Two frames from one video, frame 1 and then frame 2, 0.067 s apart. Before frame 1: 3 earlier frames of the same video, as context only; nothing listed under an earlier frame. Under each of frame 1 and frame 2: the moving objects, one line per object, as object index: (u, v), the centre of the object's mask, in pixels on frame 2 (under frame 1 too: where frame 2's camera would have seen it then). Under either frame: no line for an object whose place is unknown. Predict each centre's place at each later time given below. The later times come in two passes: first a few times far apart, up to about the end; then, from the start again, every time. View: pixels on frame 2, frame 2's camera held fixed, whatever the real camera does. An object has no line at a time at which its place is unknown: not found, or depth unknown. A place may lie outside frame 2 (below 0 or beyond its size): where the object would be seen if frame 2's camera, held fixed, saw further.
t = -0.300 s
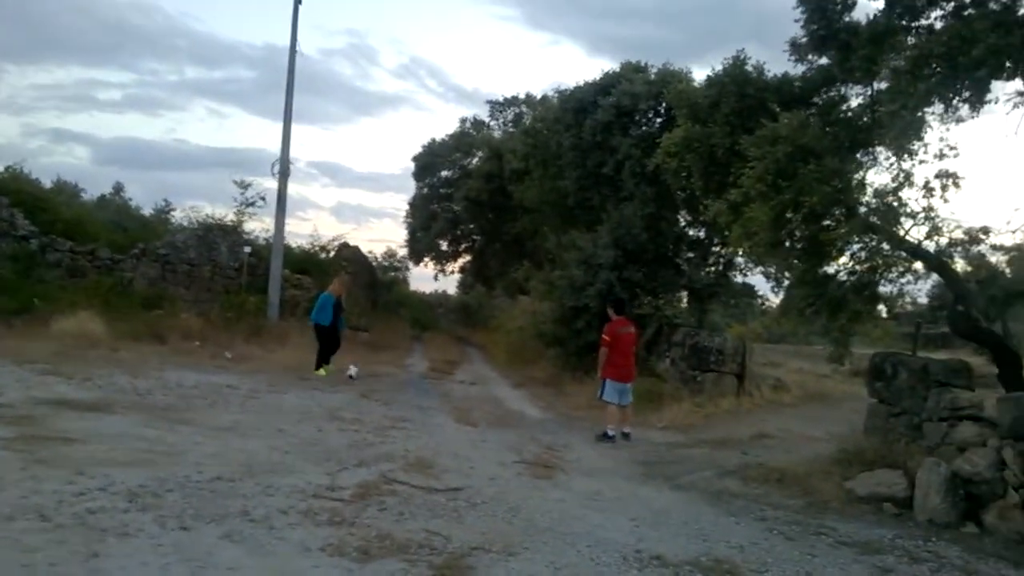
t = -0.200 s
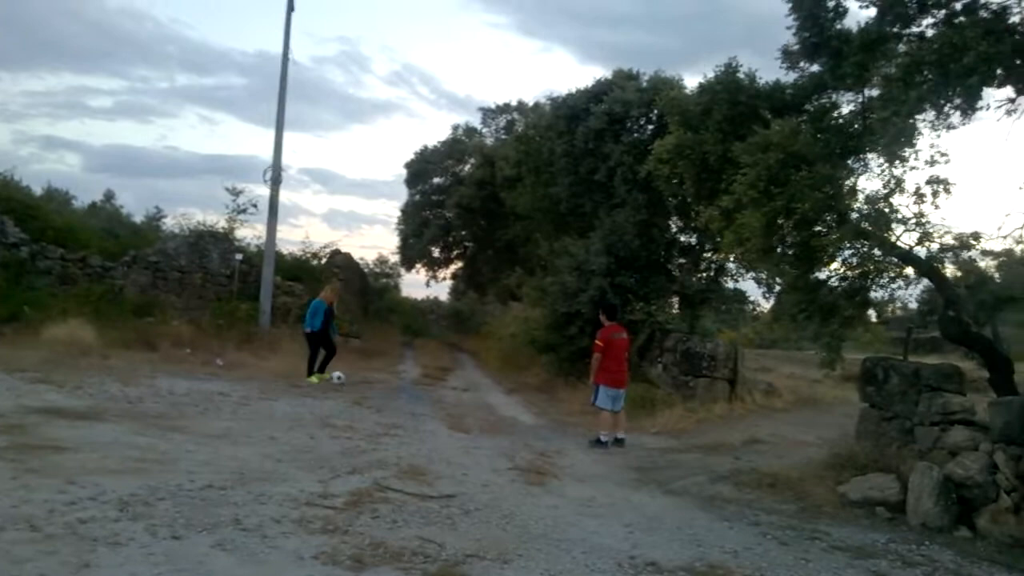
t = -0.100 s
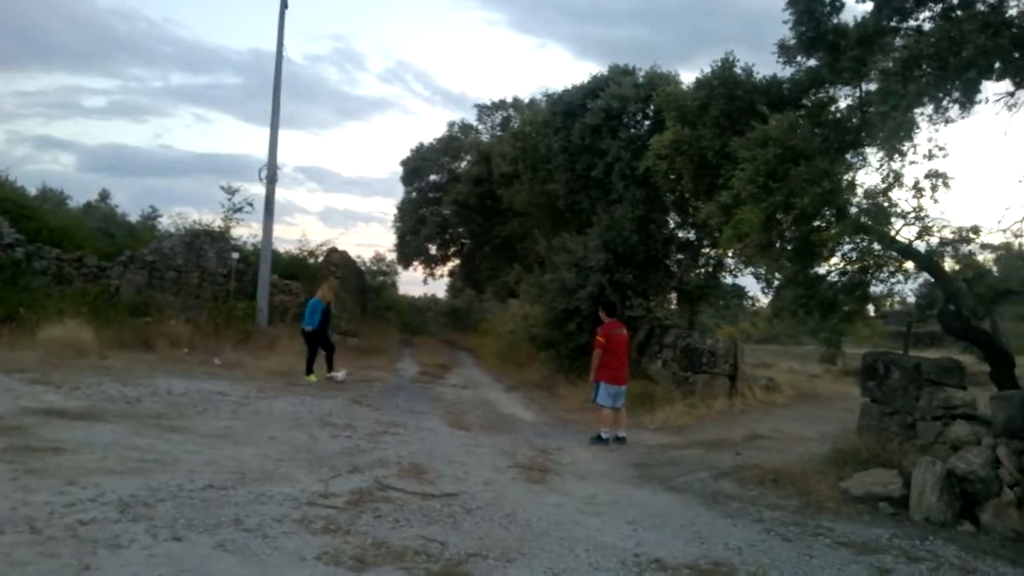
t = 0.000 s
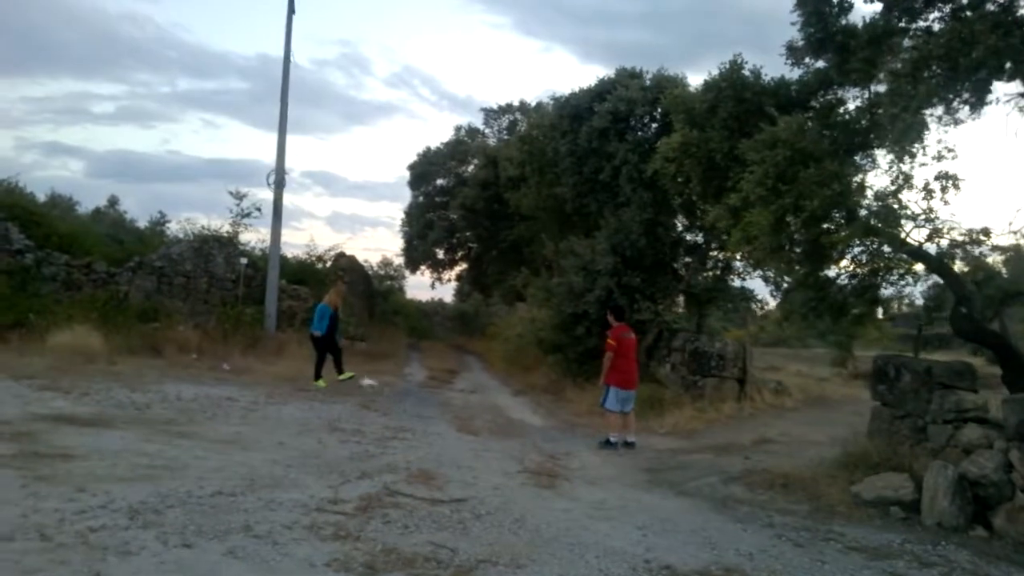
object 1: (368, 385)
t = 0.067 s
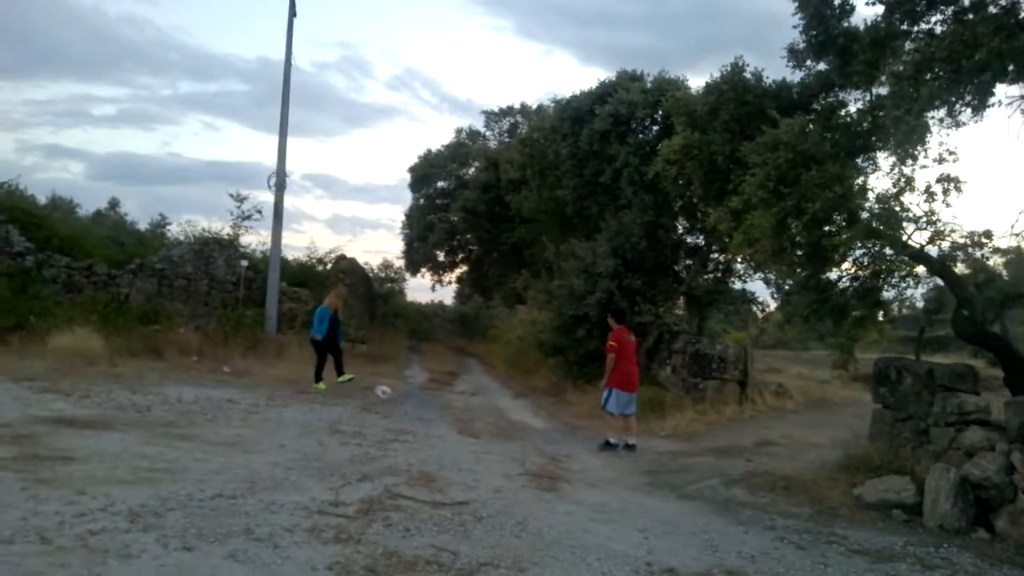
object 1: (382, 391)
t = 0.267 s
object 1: (422, 396)
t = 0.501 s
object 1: (457, 406)
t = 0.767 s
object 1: (495, 420)
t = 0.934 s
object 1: (520, 425)
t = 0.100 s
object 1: (390, 395)
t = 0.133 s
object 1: (396, 395)
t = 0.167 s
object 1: (402, 394)
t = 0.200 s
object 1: (408, 395)
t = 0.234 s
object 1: (415, 395)
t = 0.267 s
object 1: (422, 396)
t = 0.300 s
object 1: (429, 399)
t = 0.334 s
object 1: (435, 404)
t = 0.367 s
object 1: (441, 407)
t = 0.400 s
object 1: (445, 407)
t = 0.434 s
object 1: (451, 404)
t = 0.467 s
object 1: (454, 407)
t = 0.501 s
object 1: (457, 406)
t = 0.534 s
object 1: (462, 410)
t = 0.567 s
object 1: (469, 412)
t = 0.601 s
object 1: (473, 413)
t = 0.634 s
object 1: (475, 413)
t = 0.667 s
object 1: (482, 413)
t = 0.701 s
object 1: (486, 414)
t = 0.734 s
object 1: (491, 416)
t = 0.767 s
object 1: (495, 420)
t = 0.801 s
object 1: (501, 421)
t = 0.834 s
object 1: (505, 422)
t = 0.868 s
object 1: (509, 421)
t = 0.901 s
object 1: (515, 424)
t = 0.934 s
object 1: (520, 425)
